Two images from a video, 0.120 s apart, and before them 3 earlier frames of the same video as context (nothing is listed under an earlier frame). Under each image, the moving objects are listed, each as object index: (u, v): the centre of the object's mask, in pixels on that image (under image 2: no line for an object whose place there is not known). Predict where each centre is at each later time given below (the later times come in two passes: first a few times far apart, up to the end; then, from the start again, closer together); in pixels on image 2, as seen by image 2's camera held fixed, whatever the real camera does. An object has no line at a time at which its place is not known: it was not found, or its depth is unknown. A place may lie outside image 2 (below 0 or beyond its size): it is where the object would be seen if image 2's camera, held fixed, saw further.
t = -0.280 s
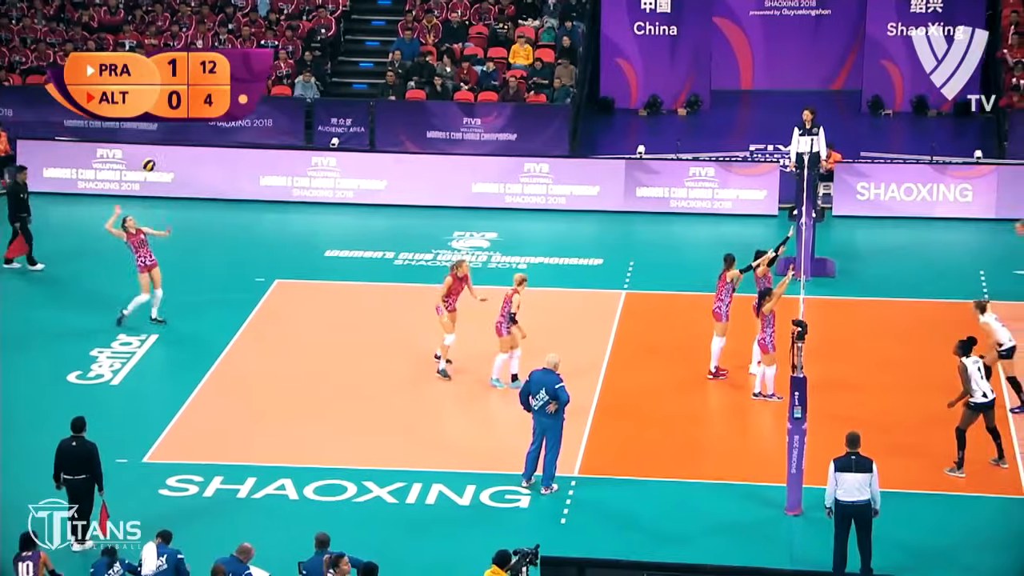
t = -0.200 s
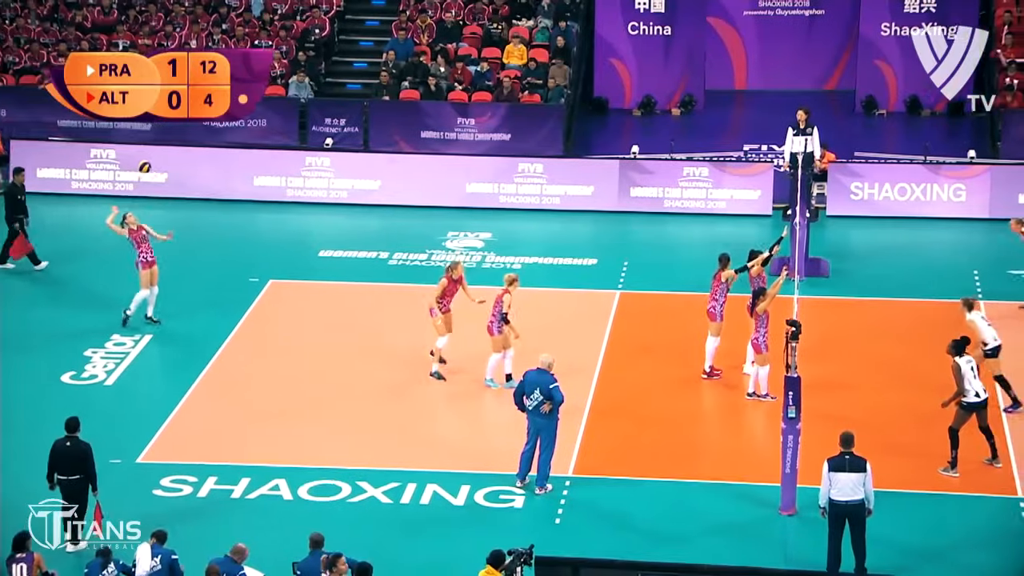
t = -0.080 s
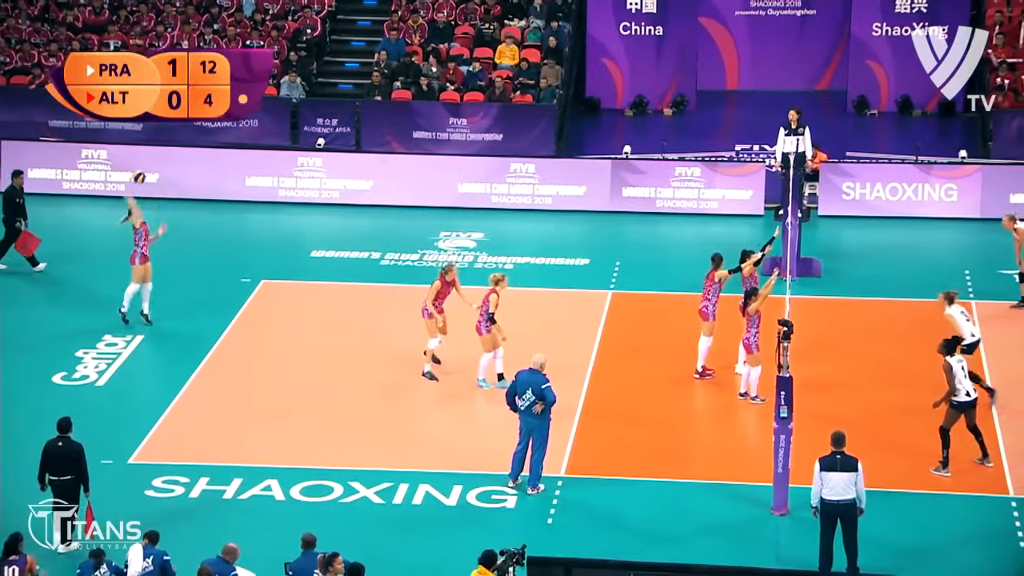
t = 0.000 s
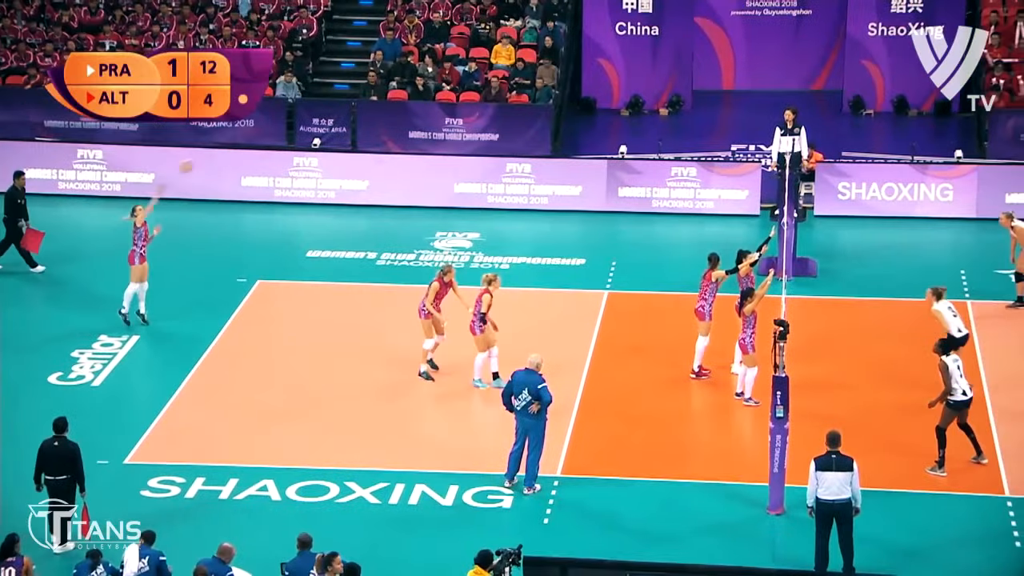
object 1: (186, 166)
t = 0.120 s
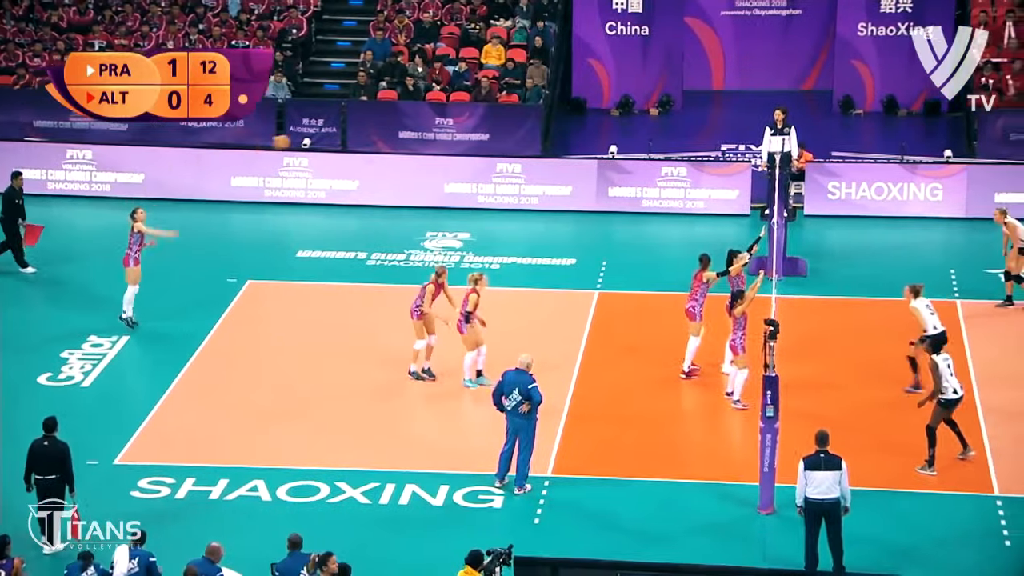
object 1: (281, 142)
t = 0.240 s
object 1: (381, 126)
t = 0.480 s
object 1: (571, 124)
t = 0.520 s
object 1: (602, 127)
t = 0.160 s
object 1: (315, 135)
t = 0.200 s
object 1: (348, 131)
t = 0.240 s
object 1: (381, 126)
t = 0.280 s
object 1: (414, 124)
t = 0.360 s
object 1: (478, 120)
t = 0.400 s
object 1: (509, 121)
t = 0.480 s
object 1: (571, 124)
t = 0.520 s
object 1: (602, 127)
